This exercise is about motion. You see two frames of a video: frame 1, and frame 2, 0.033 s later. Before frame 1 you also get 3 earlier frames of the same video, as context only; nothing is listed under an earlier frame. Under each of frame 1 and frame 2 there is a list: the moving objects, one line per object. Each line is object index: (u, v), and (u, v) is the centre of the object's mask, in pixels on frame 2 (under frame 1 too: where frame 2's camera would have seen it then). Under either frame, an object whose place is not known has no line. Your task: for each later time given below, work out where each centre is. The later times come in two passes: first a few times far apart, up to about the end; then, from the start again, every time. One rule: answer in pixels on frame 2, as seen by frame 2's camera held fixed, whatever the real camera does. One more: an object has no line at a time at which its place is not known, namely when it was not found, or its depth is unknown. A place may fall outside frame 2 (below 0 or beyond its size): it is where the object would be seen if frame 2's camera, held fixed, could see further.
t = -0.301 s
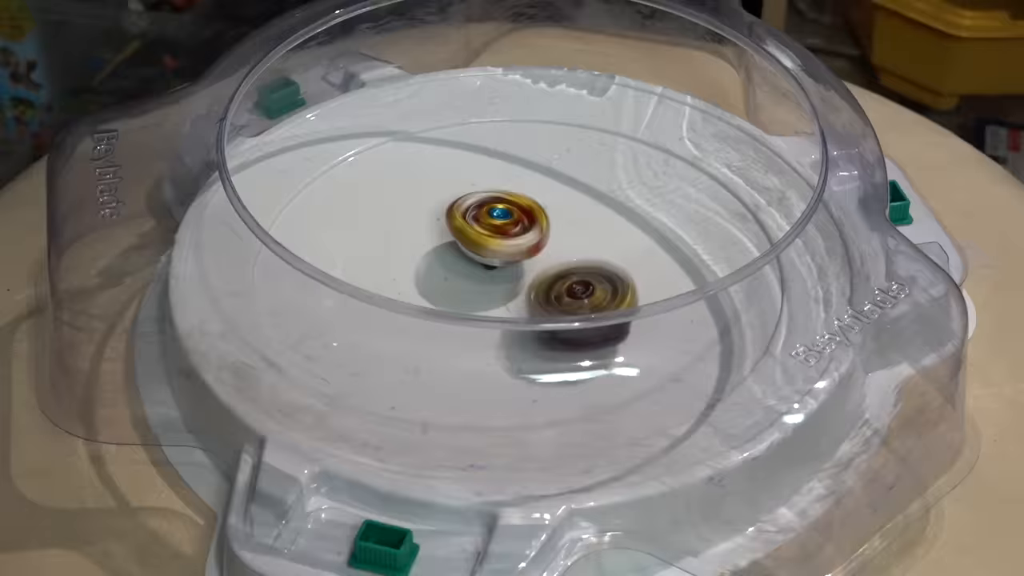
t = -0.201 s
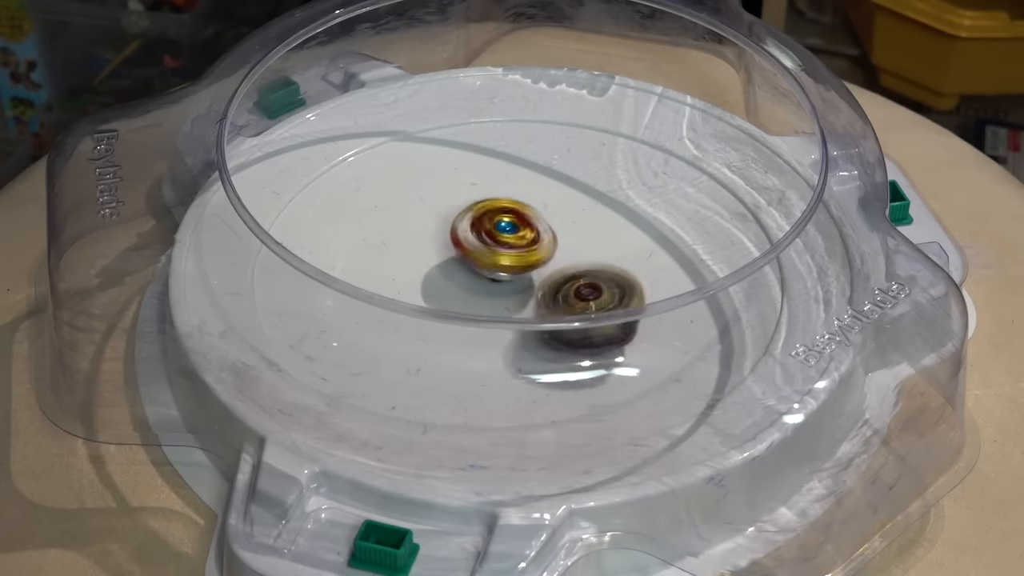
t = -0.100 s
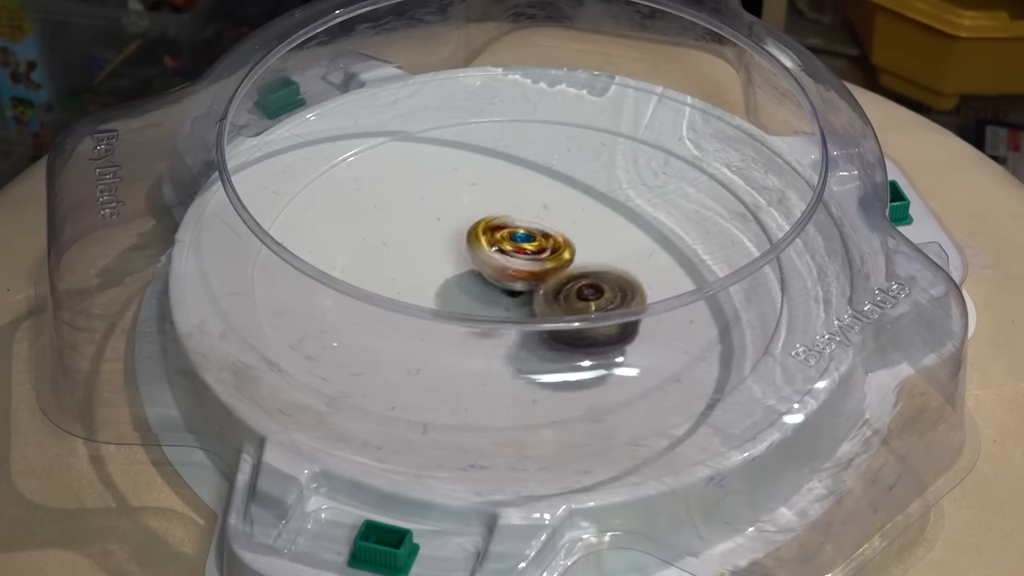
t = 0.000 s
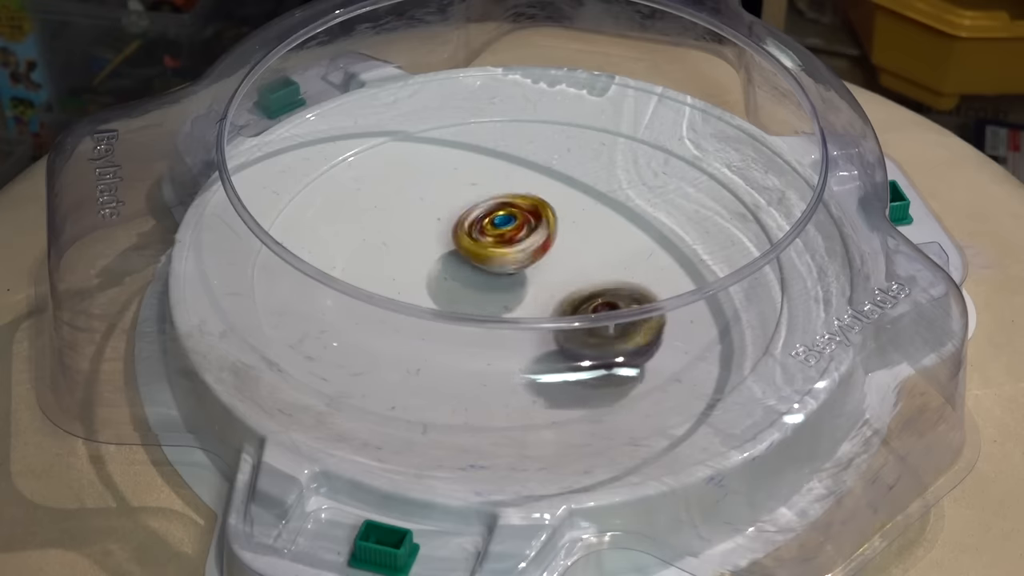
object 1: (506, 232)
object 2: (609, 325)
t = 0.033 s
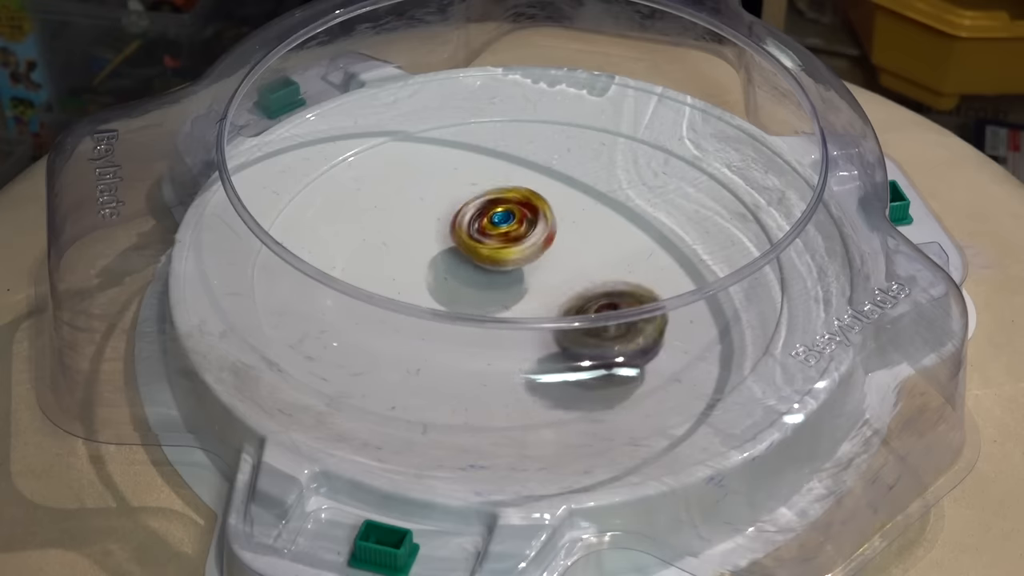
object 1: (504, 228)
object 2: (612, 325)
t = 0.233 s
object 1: (504, 224)
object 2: (601, 329)
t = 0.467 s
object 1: (512, 248)
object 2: (561, 314)
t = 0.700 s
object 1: (508, 239)
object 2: (542, 319)
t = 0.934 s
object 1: (509, 225)
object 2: (512, 314)
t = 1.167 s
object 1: (515, 205)
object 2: (497, 295)
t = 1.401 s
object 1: (528, 209)
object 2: (489, 294)
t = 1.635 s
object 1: (552, 205)
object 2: (490, 289)
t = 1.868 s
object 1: (614, 147)
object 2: (424, 359)
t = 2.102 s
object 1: (567, 216)
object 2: (453, 358)
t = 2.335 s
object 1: (546, 263)
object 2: (478, 332)
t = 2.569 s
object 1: (586, 251)
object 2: (505, 306)
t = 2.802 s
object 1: (600, 219)
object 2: (497, 305)
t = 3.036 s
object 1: (570, 233)
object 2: (510, 293)
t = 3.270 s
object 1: (602, 241)
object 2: (467, 312)
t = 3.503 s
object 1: (609, 244)
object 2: (457, 310)
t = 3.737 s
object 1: (573, 256)
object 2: (464, 283)
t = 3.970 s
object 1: (584, 265)
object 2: (447, 282)
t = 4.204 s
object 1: (604, 279)
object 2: (449, 278)
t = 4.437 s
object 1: (603, 275)
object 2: (473, 281)
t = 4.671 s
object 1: (615, 268)
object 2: (444, 278)
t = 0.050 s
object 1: (501, 227)
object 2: (610, 325)
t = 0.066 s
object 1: (503, 224)
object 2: (613, 328)
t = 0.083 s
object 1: (501, 224)
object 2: (613, 328)
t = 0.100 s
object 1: (502, 222)
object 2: (612, 326)
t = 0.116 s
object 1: (502, 223)
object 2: (611, 329)
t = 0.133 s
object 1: (501, 221)
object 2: (611, 329)
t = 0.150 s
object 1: (503, 222)
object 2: (611, 329)
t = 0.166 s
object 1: (502, 221)
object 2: (608, 327)
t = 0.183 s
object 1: (504, 221)
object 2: (606, 326)
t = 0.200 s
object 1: (502, 222)
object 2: (605, 326)
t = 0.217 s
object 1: (505, 222)
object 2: (604, 326)
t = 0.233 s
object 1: (504, 224)
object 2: (601, 329)
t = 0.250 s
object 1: (505, 223)
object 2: (601, 328)
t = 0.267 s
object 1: (505, 226)
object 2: (599, 326)
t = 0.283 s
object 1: (506, 225)
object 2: (594, 327)
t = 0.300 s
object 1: (508, 228)
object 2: (594, 327)
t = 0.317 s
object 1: (506, 229)
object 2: (592, 327)
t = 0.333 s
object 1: (509, 232)
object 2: (590, 327)
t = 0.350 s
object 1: (507, 233)
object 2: (585, 328)
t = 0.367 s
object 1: (510, 235)
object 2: (583, 328)
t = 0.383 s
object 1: (508, 237)
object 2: (578, 320)
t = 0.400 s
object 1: (510, 239)
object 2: (578, 321)
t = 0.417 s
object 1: (510, 243)
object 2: (573, 316)
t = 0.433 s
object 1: (511, 244)
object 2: (570, 315)
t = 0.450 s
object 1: (512, 248)
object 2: (565, 314)
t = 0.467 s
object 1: (512, 248)
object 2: (561, 314)
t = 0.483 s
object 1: (511, 247)
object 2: (563, 317)
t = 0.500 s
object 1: (508, 241)
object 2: (563, 318)
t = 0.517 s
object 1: (508, 241)
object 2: (561, 330)
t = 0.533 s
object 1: (504, 237)
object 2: (558, 320)
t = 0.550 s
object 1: (506, 237)
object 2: (559, 330)
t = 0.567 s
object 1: (503, 235)
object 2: (557, 330)
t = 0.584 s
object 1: (505, 234)
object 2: (555, 330)
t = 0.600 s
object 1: (503, 236)
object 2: (551, 330)
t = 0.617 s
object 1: (503, 234)
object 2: (550, 318)
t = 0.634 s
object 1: (502, 236)
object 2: (549, 320)
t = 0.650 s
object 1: (503, 236)
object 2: (548, 330)
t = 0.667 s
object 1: (505, 238)
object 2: (544, 320)
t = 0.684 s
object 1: (504, 237)
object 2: (542, 320)
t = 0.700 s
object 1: (508, 239)
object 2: (542, 319)
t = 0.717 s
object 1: (506, 239)
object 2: (537, 319)
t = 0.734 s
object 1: (510, 240)
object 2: (533, 316)
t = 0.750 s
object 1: (507, 240)
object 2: (533, 316)
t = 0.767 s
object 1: (511, 240)
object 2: (533, 315)
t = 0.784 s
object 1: (510, 242)
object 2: (530, 313)
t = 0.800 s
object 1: (510, 239)
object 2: (527, 314)
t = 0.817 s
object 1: (509, 239)
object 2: (525, 314)
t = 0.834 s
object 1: (511, 235)
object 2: (526, 313)
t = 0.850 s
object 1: (511, 236)
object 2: (522, 311)
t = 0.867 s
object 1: (508, 233)
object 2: (518, 310)
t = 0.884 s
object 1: (512, 235)
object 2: (516, 309)
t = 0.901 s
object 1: (510, 233)
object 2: (514, 297)
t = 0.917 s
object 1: (512, 229)
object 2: (514, 299)
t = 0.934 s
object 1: (509, 225)
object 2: (512, 314)
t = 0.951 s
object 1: (514, 219)
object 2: (508, 316)
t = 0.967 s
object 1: (512, 216)
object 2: (505, 314)
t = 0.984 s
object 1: (512, 213)
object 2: (507, 318)
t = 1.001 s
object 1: (511, 212)
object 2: (506, 318)
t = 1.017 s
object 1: (513, 208)
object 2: (505, 318)
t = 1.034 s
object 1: (513, 207)
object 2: (501, 313)
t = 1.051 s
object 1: (512, 205)
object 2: (501, 313)
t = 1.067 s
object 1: (514, 206)
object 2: (501, 315)
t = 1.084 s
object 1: (514, 204)
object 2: (501, 311)
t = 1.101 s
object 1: (515, 204)
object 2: (499, 314)
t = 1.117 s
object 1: (512, 204)
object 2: (498, 310)
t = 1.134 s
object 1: (516, 205)
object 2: (497, 297)
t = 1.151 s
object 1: (514, 205)
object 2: (497, 297)
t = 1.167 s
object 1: (515, 205)
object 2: (497, 295)
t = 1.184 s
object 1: (514, 208)
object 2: (498, 296)
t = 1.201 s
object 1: (517, 208)
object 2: (495, 295)
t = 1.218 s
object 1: (516, 210)
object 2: (496, 292)
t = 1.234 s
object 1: (516, 210)
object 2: (495, 291)
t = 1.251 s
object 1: (517, 215)
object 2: (496, 290)
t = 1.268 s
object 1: (518, 214)
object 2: (497, 290)
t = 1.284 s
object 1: (518, 218)
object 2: (497, 289)
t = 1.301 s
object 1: (517, 217)
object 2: (494, 289)
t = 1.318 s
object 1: (520, 217)
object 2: (492, 287)
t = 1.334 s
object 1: (520, 214)
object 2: (491, 288)
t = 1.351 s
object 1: (526, 213)
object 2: (491, 290)
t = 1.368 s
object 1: (523, 211)
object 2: (490, 291)
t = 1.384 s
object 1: (528, 210)
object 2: (490, 293)
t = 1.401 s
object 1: (528, 209)
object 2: (489, 294)
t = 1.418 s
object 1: (532, 208)
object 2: (487, 293)
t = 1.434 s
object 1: (530, 208)
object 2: (488, 291)
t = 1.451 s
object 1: (533, 207)
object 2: (490, 290)
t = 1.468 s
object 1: (534, 208)
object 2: (492, 290)
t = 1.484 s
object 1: (535, 207)
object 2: (493, 289)
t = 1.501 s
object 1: (534, 209)
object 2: (494, 289)
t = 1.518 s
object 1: (535, 208)
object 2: (494, 289)
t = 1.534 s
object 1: (537, 210)
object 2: (494, 288)
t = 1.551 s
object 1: (536, 210)
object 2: (495, 284)
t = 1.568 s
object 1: (539, 212)
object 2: (496, 283)
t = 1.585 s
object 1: (538, 211)
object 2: (498, 282)
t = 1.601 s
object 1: (541, 214)
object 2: (499, 281)
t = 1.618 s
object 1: (539, 213)
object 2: (500, 280)
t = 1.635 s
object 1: (552, 205)
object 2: (490, 289)
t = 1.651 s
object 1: (559, 194)
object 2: (480, 293)
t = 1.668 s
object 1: (572, 183)
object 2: (464, 312)
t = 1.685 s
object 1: (579, 174)
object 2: (452, 320)
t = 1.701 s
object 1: (589, 164)
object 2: (443, 326)
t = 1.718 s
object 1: (595, 160)
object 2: (435, 335)
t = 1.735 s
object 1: (600, 152)
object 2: (425, 345)
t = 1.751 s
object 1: (606, 149)
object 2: (421, 347)
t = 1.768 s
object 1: (609, 145)
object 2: (420, 351)
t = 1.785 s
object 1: (614, 143)
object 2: (419, 353)
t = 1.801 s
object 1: (612, 143)
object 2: (419, 354)
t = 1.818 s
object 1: (616, 141)
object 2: (420, 356)
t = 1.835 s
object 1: (615, 143)
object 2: (422, 356)
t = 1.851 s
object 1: (616, 143)
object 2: (422, 358)
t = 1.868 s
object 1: (614, 147)
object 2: (424, 359)
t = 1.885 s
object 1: (614, 147)
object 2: (425, 360)
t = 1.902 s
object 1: (613, 152)
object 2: (428, 360)
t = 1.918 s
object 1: (610, 155)
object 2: (429, 361)
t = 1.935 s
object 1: (611, 159)
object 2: (432, 361)
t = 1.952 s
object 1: (607, 163)
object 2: (434, 362)
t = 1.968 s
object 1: (604, 167)
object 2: (436, 362)
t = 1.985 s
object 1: (600, 175)
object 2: (437, 362)
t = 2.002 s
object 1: (598, 177)
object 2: (440, 361)
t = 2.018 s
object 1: (592, 184)
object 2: (442, 361)
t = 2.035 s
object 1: (587, 190)
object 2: (445, 360)
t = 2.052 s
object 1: (584, 198)
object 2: (446, 360)
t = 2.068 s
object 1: (579, 201)
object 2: (449, 359)
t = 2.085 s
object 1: (574, 208)
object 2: (450, 358)
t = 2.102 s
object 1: (567, 216)
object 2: (453, 358)
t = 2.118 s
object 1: (565, 222)
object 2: (455, 357)
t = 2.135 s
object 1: (560, 228)
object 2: (458, 355)
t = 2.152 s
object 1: (555, 232)
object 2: (460, 354)
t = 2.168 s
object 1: (550, 241)
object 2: (463, 354)
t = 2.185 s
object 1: (547, 246)
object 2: (466, 352)
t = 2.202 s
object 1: (544, 251)
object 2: (468, 344)
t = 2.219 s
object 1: (538, 254)
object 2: (471, 341)
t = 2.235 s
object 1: (538, 263)
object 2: (474, 340)
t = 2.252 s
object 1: (534, 265)
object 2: (477, 334)
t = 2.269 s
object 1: (533, 269)
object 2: (479, 332)
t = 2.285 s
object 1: (530, 270)
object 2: (481, 331)
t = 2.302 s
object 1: (535, 269)
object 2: (480, 329)
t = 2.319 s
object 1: (537, 265)
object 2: (478, 332)
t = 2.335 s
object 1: (546, 263)
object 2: (478, 332)
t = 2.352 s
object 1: (546, 263)
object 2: (475, 334)
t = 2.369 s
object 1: (558, 263)
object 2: (474, 334)
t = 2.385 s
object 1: (558, 263)
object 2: (474, 334)
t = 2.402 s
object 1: (566, 259)
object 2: (476, 332)
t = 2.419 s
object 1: (567, 258)
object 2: (479, 330)
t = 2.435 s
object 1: (575, 257)
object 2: (482, 328)
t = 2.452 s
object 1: (574, 257)
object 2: (485, 328)
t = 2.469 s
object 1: (580, 255)
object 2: (487, 329)
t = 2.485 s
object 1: (577, 255)
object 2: (490, 317)
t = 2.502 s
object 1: (582, 253)
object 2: (494, 315)
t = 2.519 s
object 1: (580, 252)
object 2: (497, 313)
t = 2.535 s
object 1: (585, 252)
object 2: (499, 310)
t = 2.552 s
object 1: (582, 251)
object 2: (503, 308)
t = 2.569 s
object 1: (586, 251)
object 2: (505, 306)
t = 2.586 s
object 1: (585, 248)
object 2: (509, 303)
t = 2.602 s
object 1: (586, 248)
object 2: (512, 303)
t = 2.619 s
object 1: (588, 243)
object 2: (510, 303)
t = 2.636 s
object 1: (597, 239)
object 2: (506, 306)
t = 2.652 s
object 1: (600, 232)
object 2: (503, 305)
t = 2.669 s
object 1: (605, 231)
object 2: (500, 308)
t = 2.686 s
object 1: (608, 225)
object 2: (497, 310)
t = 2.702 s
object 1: (610, 224)
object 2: (496, 306)
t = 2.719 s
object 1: (611, 220)
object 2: (494, 310)
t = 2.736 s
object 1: (610, 220)
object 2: (493, 306)
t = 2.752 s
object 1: (607, 217)
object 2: (493, 304)
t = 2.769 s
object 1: (604, 219)
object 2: (494, 304)
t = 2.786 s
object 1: (603, 217)
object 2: (496, 308)
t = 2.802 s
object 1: (600, 219)
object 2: (497, 305)
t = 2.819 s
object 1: (598, 218)
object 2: (500, 307)
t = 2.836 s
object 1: (593, 221)
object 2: (502, 304)
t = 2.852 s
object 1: (592, 220)
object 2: (503, 305)
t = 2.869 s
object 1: (588, 223)
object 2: (504, 304)
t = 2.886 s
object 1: (587, 222)
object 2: (506, 303)
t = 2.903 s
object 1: (581, 226)
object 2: (506, 302)
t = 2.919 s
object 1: (582, 228)
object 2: (507, 292)
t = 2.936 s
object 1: (578, 230)
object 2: (508, 292)
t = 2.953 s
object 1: (577, 231)
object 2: (510, 292)
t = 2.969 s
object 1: (572, 233)
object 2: (513, 291)
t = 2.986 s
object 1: (573, 237)
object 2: (515, 291)
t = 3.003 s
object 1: (572, 235)
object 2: (513, 292)
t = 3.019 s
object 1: (572, 235)
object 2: (513, 292)
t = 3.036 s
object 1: (570, 233)
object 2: (510, 293)
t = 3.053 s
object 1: (572, 236)
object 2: (509, 293)
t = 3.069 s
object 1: (570, 235)
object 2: (508, 294)
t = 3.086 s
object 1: (571, 238)
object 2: (508, 294)
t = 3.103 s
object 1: (568, 237)
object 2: (510, 294)
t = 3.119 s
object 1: (567, 241)
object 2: (511, 295)
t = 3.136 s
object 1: (568, 241)
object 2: (513, 295)
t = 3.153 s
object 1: (567, 244)
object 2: (513, 295)
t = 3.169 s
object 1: (567, 245)
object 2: (510, 295)
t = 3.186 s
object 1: (574, 247)
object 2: (500, 297)
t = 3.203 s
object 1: (583, 243)
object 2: (491, 312)
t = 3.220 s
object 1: (589, 244)
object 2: (487, 315)
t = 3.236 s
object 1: (593, 242)
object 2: (481, 310)
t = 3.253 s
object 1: (599, 242)
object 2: (469, 311)
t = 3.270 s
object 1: (602, 241)
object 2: (467, 312)
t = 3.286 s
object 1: (606, 242)
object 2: (467, 313)
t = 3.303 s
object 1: (606, 241)
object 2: (465, 313)
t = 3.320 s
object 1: (611, 242)
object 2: (461, 312)
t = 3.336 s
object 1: (610, 241)
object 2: (458, 313)
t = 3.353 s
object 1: (614, 242)
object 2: (461, 312)
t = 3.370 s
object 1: (611, 241)
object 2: (463, 312)
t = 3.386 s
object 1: (615, 241)
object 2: (457, 311)
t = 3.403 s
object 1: (614, 241)
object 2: (454, 310)
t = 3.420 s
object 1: (616, 242)
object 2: (456, 311)
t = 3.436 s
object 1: (612, 243)
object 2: (458, 309)
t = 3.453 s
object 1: (616, 242)
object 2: (457, 315)
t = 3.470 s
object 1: (612, 243)
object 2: (455, 314)
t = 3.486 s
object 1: (613, 243)
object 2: (454, 306)
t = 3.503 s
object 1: (609, 244)
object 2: (457, 310)
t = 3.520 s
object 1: (611, 244)
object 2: (456, 309)
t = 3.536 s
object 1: (607, 245)
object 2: (454, 307)
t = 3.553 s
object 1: (606, 245)
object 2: (455, 306)
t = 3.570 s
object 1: (600, 247)
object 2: (456, 305)
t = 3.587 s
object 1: (600, 246)
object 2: (458, 303)
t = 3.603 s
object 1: (595, 247)
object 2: (457, 289)
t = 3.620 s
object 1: (593, 247)
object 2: (458, 289)
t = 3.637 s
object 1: (587, 250)
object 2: (463, 289)
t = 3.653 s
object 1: (586, 250)
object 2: (464, 287)
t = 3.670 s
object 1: (581, 251)
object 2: (463, 286)
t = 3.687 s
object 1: (577, 251)
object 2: (466, 286)
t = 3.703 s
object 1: (572, 255)
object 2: (470, 286)
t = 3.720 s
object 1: (571, 255)
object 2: (472, 284)
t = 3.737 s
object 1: (573, 256)
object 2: (464, 283)
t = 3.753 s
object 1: (578, 253)
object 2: (457, 285)
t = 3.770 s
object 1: (582, 253)
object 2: (452, 285)
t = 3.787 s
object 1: (587, 252)
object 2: (447, 283)
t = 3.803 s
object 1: (588, 252)
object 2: (440, 284)
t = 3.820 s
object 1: (588, 251)
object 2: (438, 284)
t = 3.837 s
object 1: (589, 252)
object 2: (439, 284)
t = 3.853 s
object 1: (590, 252)
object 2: (436, 283)
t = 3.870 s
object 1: (589, 254)
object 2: (436, 284)
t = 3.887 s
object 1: (588, 254)
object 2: (440, 284)
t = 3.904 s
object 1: (587, 257)
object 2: (440, 283)
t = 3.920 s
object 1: (588, 258)
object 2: (440, 282)
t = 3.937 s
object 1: (587, 260)
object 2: (442, 284)
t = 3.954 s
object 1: (586, 261)
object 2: (445, 283)
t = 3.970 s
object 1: (584, 265)
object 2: (447, 282)
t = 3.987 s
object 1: (586, 265)
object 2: (447, 283)
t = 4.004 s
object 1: (583, 268)
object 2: (451, 283)
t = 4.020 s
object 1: (582, 268)
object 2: (454, 281)
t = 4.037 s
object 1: (580, 271)
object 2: (454, 282)
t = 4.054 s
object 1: (581, 271)
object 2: (456, 282)
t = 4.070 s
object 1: (579, 273)
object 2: (461, 282)
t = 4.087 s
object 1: (577, 274)
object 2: (462, 281)
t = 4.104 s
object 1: (574, 276)
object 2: (463, 281)
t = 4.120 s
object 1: (578, 276)
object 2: (467, 282)
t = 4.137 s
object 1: (582, 279)
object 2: (462, 280)
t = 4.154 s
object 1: (590, 277)
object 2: (456, 279)
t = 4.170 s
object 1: (595, 278)
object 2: (452, 279)
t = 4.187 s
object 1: (603, 278)
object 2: (452, 278)
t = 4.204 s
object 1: (604, 279)
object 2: (449, 278)
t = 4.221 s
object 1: (608, 278)
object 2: (449, 278)
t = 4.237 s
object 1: (606, 280)
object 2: (453, 278)
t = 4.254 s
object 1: (612, 278)
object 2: (453, 277)
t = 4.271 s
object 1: (610, 278)
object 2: (452, 279)
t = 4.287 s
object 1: (614, 278)
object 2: (456, 278)
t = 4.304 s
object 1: (611, 278)
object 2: (457, 278)
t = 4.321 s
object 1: (615, 277)
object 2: (457, 279)
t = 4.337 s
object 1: (612, 277)
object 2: (461, 279)
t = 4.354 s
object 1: (615, 277)
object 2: (463, 279)
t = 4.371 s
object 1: (609, 277)
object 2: (463, 280)
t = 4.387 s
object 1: (613, 275)
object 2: (467, 280)
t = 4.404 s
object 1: (609, 275)
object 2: (470, 280)
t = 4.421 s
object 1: (609, 275)
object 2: (470, 280)
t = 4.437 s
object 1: (603, 275)
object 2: (473, 281)
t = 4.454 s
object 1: (606, 274)
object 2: (476, 280)
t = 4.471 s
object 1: (601, 273)
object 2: (477, 280)
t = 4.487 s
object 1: (600, 273)
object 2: (479, 281)
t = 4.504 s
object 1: (593, 273)
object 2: (483, 281)
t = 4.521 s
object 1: (595, 273)
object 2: (480, 281)
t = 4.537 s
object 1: (594, 272)
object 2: (480, 282)
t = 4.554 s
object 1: (594, 272)
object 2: (481, 280)
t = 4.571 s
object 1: (590, 271)
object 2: (477, 281)
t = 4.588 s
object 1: (597, 272)
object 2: (471, 282)
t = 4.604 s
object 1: (601, 269)
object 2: (465, 280)
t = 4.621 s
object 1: (608, 270)
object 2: (456, 279)
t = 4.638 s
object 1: (610, 268)
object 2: (452, 279)
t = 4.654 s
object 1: (616, 270)
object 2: (447, 278)
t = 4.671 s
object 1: (615, 268)
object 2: (444, 278)
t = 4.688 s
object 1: (617, 270)
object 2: (444, 277)
